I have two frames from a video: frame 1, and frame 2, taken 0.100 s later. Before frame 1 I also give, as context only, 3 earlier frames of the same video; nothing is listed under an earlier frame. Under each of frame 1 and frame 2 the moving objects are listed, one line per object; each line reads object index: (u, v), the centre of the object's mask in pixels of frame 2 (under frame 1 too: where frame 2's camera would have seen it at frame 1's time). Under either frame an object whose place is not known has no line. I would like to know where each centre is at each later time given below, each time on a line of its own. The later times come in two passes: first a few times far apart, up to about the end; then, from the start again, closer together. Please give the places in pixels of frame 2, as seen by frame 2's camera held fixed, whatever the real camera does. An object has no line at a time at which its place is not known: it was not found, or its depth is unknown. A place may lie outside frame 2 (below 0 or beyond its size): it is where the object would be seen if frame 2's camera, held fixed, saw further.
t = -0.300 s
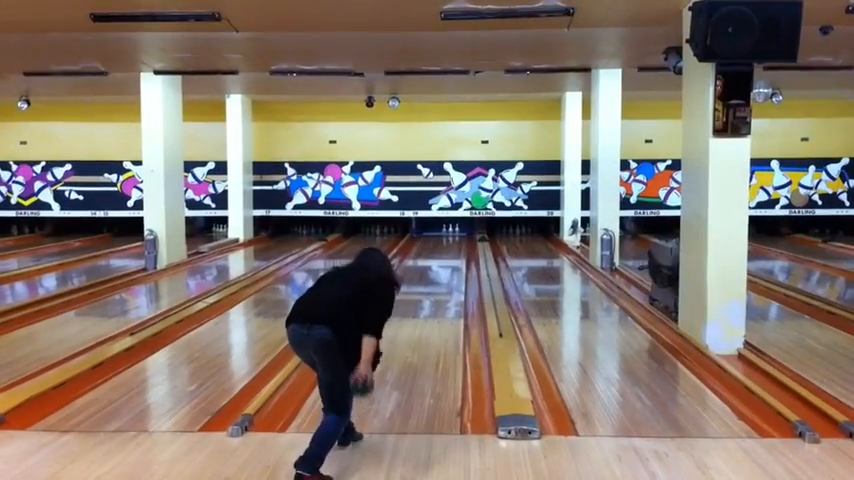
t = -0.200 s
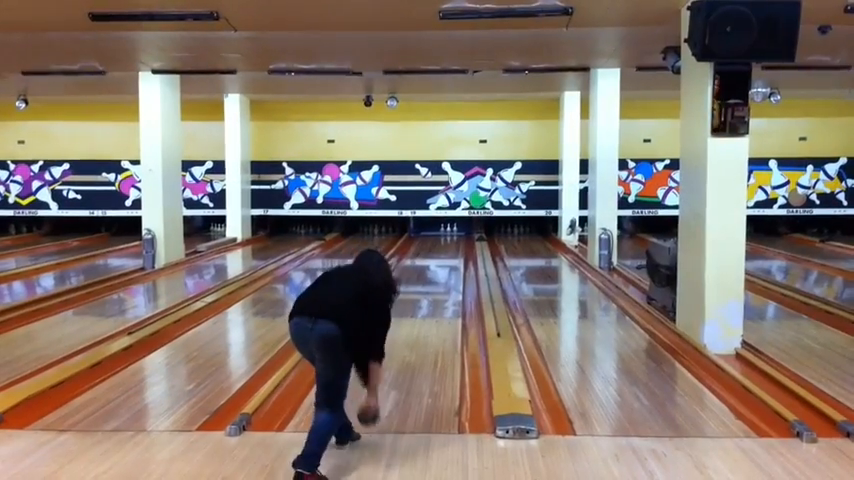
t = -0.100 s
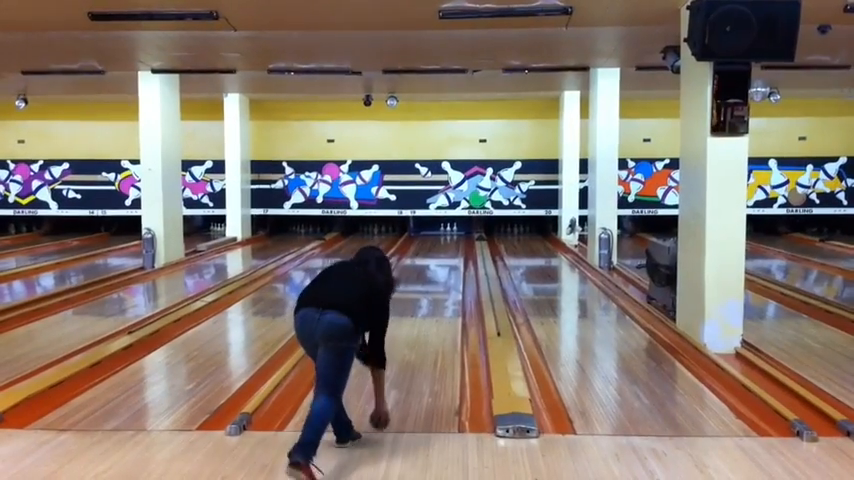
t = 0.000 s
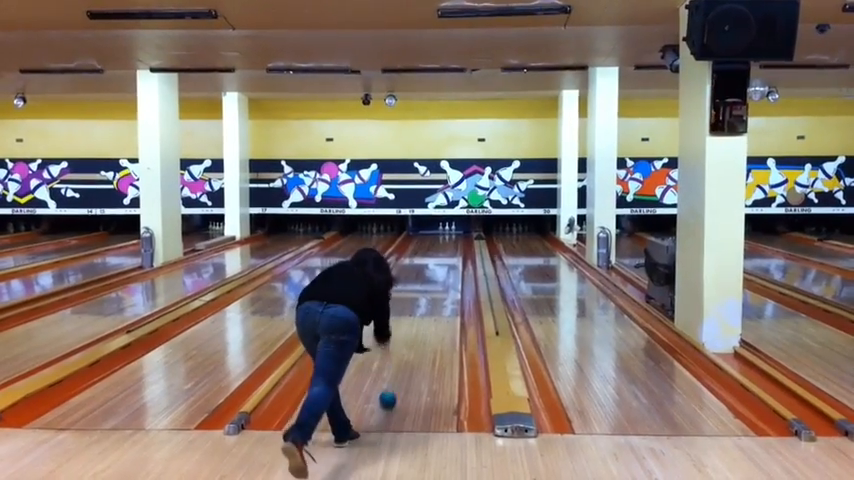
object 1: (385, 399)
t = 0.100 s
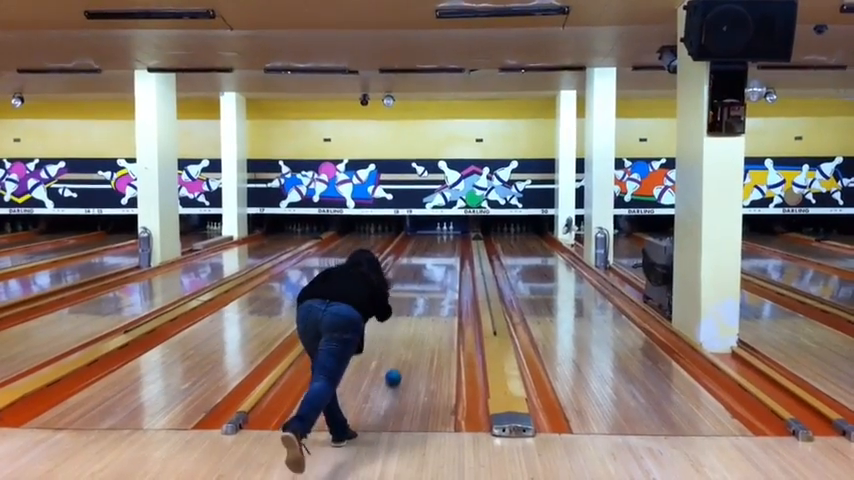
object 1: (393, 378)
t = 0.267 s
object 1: (403, 348)
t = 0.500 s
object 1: (411, 319)
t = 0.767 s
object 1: (419, 297)
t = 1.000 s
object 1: (424, 282)
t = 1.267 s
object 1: (428, 269)
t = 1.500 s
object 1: (430, 260)
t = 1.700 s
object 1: (431, 254)
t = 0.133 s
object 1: (395, 371)
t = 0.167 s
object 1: (397, 365)
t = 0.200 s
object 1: (399, 359)
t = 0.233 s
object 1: (401, 354)
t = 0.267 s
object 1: (403, 348)
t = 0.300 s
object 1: (404, 343)
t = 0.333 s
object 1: (406, 339)
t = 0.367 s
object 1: (407, 335)
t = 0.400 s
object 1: (408, 331)
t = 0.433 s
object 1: (409, 327)
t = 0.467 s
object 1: (411, 323)
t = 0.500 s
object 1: (411, 319)
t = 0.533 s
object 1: (413, 316)
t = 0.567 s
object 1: (414, 313)
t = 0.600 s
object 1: (415, 310)
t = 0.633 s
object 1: (415, 307)
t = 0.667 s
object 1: (417, 304)
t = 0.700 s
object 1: (417, 302)
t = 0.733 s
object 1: (418, 300)
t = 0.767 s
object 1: (419, 297)
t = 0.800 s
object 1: (420, 295)
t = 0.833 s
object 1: (421, 292)
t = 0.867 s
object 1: (422, 290)
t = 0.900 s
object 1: (422, 287)
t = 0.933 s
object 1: (422, 286)
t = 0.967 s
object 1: (423, 284)
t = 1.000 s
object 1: (424, 282)
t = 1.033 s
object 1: (424, 280)
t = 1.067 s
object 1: (425, 279)
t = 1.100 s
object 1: (425, 277)
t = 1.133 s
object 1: (426, 275)
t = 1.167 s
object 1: (426, 273)
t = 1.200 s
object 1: (427, 271)
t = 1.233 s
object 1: (427, 270)
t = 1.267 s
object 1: (428, 269)
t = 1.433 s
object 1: (429, 262)
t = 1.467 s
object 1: (429, 261)
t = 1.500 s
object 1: (430, 260)
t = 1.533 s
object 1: (430, 259)
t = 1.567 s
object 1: (430, 258)
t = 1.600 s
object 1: (431, 257)
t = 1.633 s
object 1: (431, 256)
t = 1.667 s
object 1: (431, 255)
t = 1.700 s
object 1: (431, 254)
